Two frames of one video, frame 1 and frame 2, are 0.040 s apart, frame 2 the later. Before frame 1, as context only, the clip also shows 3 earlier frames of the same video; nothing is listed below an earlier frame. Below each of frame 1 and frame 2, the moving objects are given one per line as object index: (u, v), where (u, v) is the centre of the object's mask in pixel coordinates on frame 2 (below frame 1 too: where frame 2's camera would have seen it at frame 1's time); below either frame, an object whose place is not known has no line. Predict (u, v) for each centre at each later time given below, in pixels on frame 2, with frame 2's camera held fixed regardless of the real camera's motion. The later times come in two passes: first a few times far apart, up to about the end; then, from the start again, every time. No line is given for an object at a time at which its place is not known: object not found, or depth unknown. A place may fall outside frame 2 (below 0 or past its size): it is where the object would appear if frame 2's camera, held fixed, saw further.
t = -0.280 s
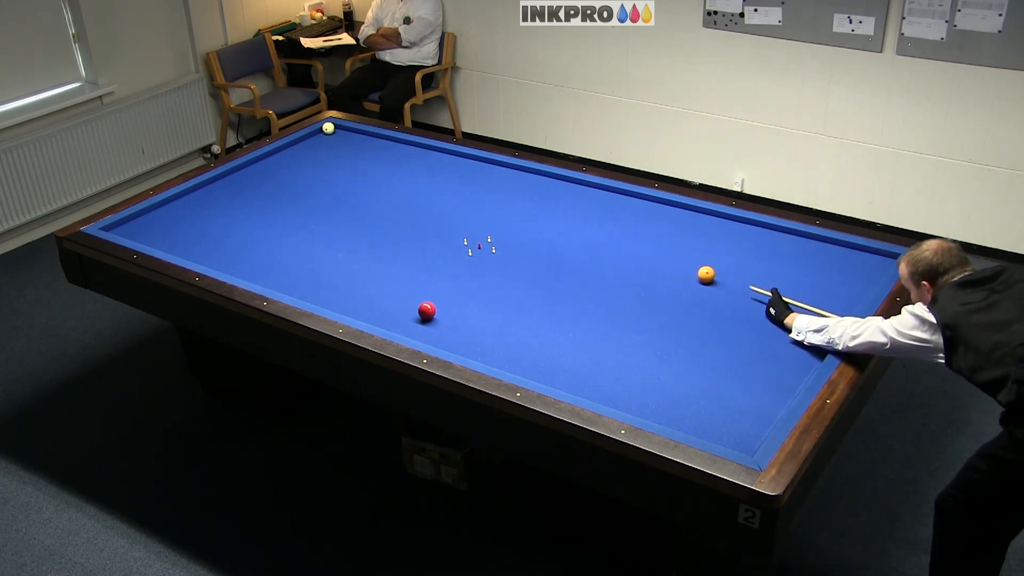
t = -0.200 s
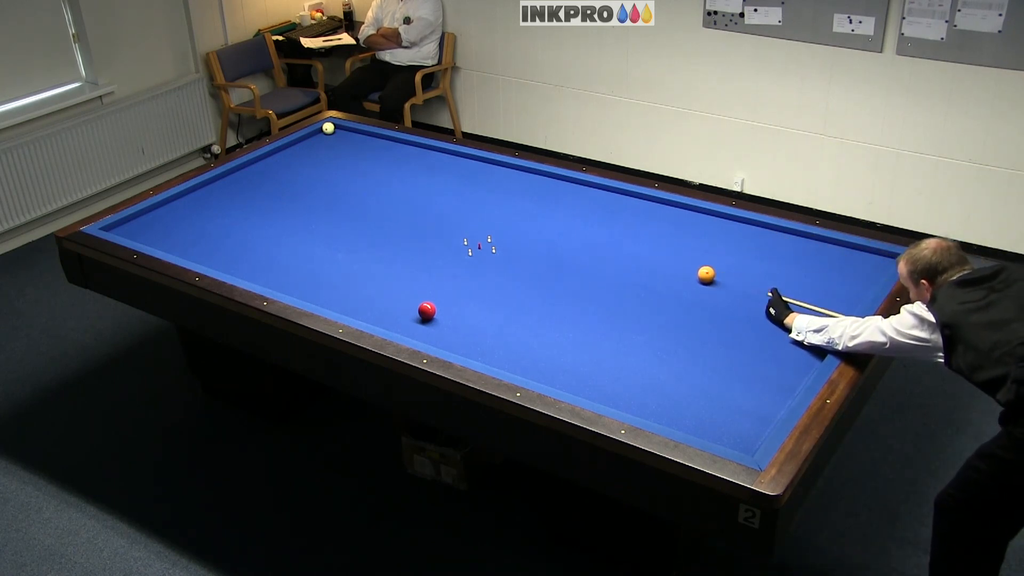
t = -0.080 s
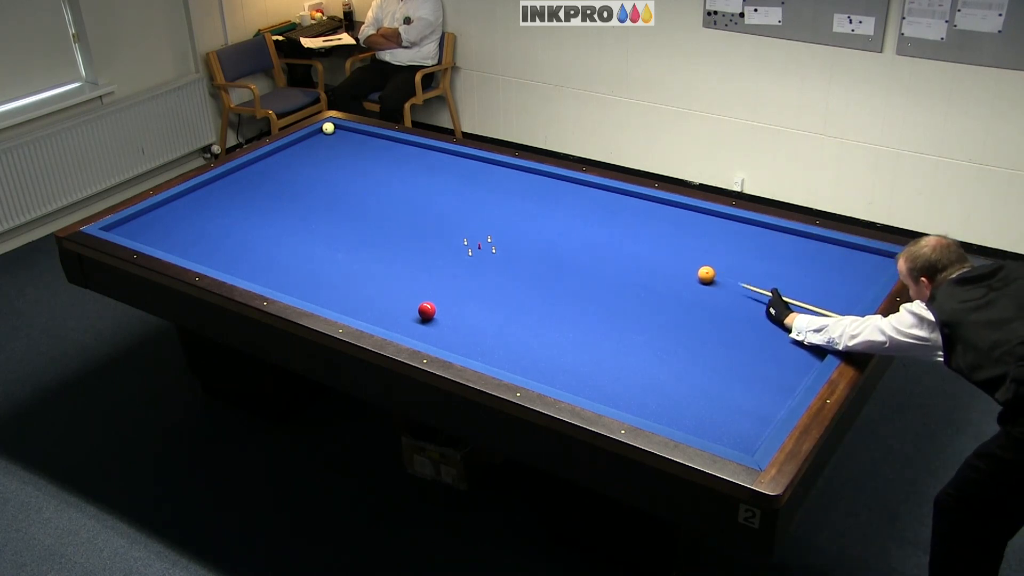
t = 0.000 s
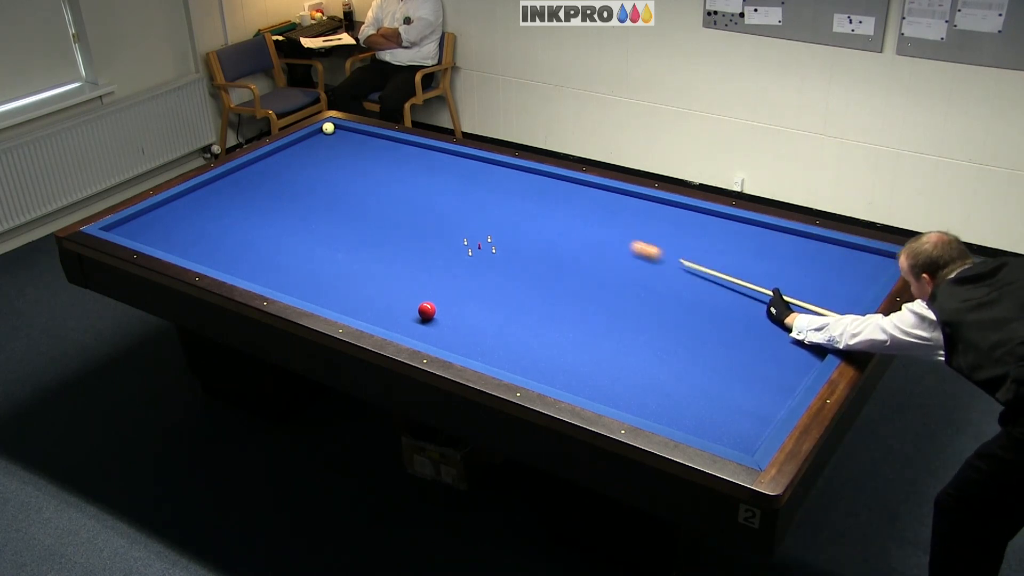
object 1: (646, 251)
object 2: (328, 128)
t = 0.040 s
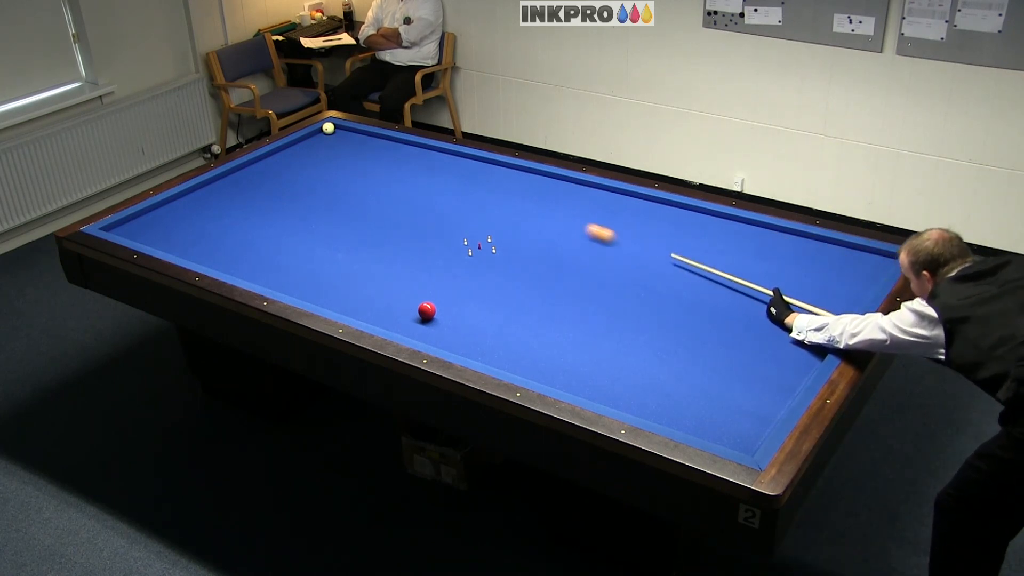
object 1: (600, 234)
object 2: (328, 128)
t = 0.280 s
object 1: (388, 154)
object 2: (328, 128)
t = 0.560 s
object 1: (319, 151)
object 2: (366, 152)
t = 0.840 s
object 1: (322, 176)
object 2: (412, 191)
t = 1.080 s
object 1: (316, 189)
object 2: (454, 226)
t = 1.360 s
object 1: (307, 205)
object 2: (511, 275)
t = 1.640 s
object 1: (298, 221)
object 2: (580, 333)
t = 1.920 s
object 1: (288, 237)
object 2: (663, 402)
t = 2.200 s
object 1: (278, 254)
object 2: (743, 435)
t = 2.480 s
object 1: (268, 272)
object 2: (685, 415)
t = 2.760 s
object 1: (269, 281)
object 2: (639, 399)
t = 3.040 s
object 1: (285, 277)
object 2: (596, 384)
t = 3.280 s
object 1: (298, 274)
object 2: (562, 371)
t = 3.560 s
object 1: (312, 270)
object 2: (525, 358)
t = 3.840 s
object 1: (326, 267)
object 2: (490, 346)
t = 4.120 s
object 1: (338, 264)
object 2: (457, 334)
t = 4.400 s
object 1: (349, 261)
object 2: (427, 323)
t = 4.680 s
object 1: (359, 259)
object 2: (399, 313)
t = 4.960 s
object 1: (368, 256)
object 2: (373, 304)
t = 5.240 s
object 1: (376, 255)
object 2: (348, 295)
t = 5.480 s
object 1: (382, 253)
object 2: (328, 288)
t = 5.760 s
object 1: (389, 252)
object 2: (307, 280)
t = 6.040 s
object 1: (394, 251)
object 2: (286, 273)
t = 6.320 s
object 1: (399, 249)
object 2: (268, 266)
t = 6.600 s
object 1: (402, 249)
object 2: (250, 260)
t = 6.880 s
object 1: (405, 248)
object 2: (234, 254)
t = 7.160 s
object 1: (407, 248)
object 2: (219, 249)
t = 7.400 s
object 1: (408, 248)
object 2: (207, 245)
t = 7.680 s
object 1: (408, 248)
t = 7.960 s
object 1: (408, 248)
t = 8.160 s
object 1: (408, 248)
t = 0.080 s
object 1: (558, 218)
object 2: (328, 128)
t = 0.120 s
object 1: (519, 203)
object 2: (328, 128)
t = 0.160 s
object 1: (482, 189)
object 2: (328, 128)
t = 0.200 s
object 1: (448, 177)
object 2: (328, 128)
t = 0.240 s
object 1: (417, 165)
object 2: (328, 128)
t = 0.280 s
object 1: (388, 154)
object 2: (328, 128)
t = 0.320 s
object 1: (360, 143)
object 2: (328, 128)
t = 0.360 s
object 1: (337, 135)
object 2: (328, 128)
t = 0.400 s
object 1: (315, 134)
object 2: (338, 128)
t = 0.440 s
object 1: (313, 138)
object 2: (344, 134)
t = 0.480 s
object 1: (315, 143)
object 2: (352, 140)
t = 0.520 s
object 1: (317, 147)
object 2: (359, 146)
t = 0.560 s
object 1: (319, 151)
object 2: (366, 152)
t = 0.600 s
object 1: (320, 155)
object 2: (373, 158)
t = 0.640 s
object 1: (321, 159)
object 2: (379, 163)
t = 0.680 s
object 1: (322, 163)
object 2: (386, 169)
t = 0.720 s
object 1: (322, 166)
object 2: (393, 174)
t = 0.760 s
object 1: (323, 170)
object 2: (399, 179)
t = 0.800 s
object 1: (323, 173)
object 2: (405, 185)
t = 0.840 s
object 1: (322, 176)
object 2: (412, 191)
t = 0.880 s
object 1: (322, 178)
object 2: (418, 196)
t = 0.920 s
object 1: (321, 181)
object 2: (425, 202)
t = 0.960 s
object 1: (320, 183)
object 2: (432, 208)
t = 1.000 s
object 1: (319, 185)
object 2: (439, 214)
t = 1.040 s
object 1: (317, 187)
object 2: (446, 220)
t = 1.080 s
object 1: (316, 189)
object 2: (454, 226)
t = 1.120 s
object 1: (315, 192)
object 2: (461, 232)
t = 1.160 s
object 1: (313, 194)
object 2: (469, 239)
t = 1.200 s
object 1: (312, 196)
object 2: (477, 246)
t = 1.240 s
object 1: (311, 198)
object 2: (485, 253)
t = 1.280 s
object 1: (310, 200)
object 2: (493, 260)
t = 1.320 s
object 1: (308, 203)
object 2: (502, 267)
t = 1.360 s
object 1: (307, 205)
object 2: (511, 275)
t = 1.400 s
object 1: (306, 207)
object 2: (520, 282)
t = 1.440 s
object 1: (304, 209)
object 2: (529, 290)
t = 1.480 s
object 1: (303, 211)
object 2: (539, 298)
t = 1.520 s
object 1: (302, 214)
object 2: (549, 307)
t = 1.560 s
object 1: (301, 216)
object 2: (559, 315)
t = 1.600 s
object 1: (299, 218)
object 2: (569, 324)
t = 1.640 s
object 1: (298, 221)
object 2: (580, 333)
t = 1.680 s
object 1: (296, 223)
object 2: (591, 342)
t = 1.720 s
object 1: (295, 225)
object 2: (602, 351)
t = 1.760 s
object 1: (294, 228)
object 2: (614, 361)
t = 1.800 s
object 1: (292, 230)
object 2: (625, 371)
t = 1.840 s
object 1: (291, 233)
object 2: (638, 381)
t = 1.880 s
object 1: (290, 235)
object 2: (650, 391)
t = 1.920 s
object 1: (288, 237)
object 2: (663, 402)
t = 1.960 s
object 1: (287, 240)
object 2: (676, 413)
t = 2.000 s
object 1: (285, 242)
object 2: (690, 424)
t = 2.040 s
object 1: (284, 245)
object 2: (705, 433)
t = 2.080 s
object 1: (282, 247)
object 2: (723, 436)
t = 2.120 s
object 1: (281, 249)
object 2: (741, 438)
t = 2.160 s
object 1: (280, 252)
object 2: (754, 439)
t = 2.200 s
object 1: (278, 254)
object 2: (743, 435)
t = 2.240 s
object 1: (277, 257)
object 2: (731, 431)
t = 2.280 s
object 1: (276, 259)
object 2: (722, 428)
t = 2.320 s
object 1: (274, 262)
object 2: (713, 425)
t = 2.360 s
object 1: (273, 264)
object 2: (705, 423)
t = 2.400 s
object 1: (271, 267)
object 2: (699, 420)
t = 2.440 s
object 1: (270, 270)
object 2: (692, 418)
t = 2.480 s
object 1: (268, 272)
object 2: (685, 415)
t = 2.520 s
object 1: (267, 275)
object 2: (678, 413)
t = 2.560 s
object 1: (266, 277)
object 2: (671, 411)
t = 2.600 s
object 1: (264, 279)
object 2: (665, 408)
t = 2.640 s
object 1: (263, 280)
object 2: (658, 406)
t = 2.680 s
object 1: (264, 281)
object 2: (652, 404)
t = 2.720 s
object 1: (267, 281)
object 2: (645, 401)
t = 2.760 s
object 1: (269, 281)
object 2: (639, 399)
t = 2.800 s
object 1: (271, 280)
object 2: (633, 397)
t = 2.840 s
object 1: (274, 280)
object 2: (626, 395)
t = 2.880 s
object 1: (276, 279)
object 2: (620, 392)
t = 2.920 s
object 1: (278, 279)
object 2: (614, 390)
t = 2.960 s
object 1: (280, 278)
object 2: (608, 388)
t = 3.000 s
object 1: (283, 278)
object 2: (602, 386)
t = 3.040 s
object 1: (285, 277)
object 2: (596, 384)
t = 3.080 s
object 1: (287, 277)
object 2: (590, 382)
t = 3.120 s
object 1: (290, 276)
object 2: (585, 380)
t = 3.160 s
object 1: (292, 276)
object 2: (579, 378)
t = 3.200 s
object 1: (294, 275)
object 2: (573, 376)
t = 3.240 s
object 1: (296, 274)
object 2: (567, 374)
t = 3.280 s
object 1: (298, 274)
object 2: (562, 371)
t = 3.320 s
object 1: (300, 273)
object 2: (556, 370)
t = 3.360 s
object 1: (302, 273)
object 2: (551, 368)
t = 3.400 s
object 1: (304, 272)
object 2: (546, 366)
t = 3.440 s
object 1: (306, 272)
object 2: (540, 364)
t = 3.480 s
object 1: (308, 271)
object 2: (535, 362)
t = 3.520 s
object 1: (310, 271)
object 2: (530, 360)
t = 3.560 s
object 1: (312, 270)
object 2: (525, 358)
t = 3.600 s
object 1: (314, 269)
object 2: (519, 356)
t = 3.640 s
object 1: (316, 269)
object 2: (514, 355)
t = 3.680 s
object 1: (318, 269)
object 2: (510, 353)
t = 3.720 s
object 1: (320, 268)
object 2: (505, 351)
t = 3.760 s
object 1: (322, 268)
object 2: (500, 349)
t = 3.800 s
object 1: (324, 267)
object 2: (495, 348)
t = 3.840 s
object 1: (326, 267)
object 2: (490, 346)
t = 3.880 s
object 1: (327, 267)
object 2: (485, 344)
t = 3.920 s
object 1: (329, 266)
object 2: (480, 342)
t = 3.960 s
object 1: (331, 266)
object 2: (476, 341)
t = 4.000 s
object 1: (332, 265)
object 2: (471, 339)
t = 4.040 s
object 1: (334, 265)
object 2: (466, 337)
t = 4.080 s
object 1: (336, 264)
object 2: (462, 336)
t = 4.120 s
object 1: (338, 264)
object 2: (457, 334)
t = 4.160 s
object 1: (339, 263)
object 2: (453, 333)
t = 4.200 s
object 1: (341, 263)
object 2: (448, 331)
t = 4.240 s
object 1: (342, 263)
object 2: (444, 329)
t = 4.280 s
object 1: (344, 262)
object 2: (440, 328)
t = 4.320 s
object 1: (346, 262)
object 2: (435, 326)
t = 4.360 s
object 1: (347, 262)
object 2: (431, 325)
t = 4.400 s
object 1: (349, 261)
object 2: (427, 323)
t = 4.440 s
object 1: (350, 261)
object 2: (423, 322)
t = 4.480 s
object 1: (352, 261)
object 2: (419, 320)
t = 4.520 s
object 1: (353, 260)
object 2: (415, 319)
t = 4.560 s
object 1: (355, 260)
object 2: (411, 317)
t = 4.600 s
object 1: (356, 259)
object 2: (407, 316)
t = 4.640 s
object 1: (357, 259)
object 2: (403, 314)
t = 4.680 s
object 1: (359, 259)
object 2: (399, 313)
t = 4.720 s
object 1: (360, 258)
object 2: (395, 312)
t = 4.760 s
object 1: (362, 258)
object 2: (391, 310)
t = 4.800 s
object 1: (363, 258)
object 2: (387, 309)
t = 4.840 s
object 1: (364, 257)
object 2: (384, 307)
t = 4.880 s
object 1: (365, 257)
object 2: (380, 306)
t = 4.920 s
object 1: (367, 257)
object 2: (376, 305)
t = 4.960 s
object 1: (368, 256)
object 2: (373, 304)
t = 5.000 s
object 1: (369, 256)
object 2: (369, 302)
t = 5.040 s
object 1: (370, 256)
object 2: (366, 301)
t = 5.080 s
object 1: (372, 256)
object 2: (362, 300)
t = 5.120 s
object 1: (373, 255)
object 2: (358, 299)
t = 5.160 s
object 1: (374, 255)
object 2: (355, 297)
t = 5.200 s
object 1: (375, 255)
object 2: (351, 296)
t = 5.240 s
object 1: (376, 255)
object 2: (348, 295)
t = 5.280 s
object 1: (377, 254)
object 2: (345, 294)
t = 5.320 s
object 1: (378, 254)
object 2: (341, 293)
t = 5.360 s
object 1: (379, 254)
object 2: (338, 291)
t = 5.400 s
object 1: (380, 254)
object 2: (335, 290)
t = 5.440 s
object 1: (381, 253)
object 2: (331, 289)
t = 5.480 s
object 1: (382, 253)
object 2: (328, 288)
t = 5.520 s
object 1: (383, 253)
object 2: (325, 287)
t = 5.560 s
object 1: (384, 253)
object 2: (322, 286)
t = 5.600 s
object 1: (385, 252)
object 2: (319, 284)
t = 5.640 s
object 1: (386, 252)
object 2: (316, 283)
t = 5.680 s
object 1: (387, 252)
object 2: (313, 282)
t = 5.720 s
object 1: (388, 252)
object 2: (310, 281)
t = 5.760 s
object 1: (389, 252)
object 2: (307, 280)
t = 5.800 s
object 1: (390, 251)
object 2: (304, 279)
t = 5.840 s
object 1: (391, 251)
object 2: (301, 278)
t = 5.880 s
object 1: (391, 251)
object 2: (298, 277)
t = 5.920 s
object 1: (392, 251)
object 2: (295, 276)
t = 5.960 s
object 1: (393, 251)
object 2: (292, 275)
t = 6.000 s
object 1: (393, 251)
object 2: (289, 274)
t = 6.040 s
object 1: (394, 251)
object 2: (286, 273)
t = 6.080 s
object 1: (395, 250)
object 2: (284, 272)
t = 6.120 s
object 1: (395, 250)
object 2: (281, 271)
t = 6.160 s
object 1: (396, 250)
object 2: (278, 270)
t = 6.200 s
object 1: (397, 250)
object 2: (276, 269)
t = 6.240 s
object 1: (398, 250)
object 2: (273, 268)
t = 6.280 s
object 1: (398, 250)
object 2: (270, 267)
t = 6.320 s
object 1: (399, 249)
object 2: (268, 266)
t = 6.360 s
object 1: (399, 250)
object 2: (265, 265)
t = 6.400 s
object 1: (400, 249)
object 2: (263, 264)
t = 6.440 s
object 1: (400, 249)
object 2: (260, 264)
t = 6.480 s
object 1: (401, 249)
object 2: (258, 263)
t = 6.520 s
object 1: (401, 249)
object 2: (255, 262)
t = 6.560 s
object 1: (402, 249)
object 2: (253, 261)
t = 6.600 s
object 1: (402, 249)
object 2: (250, 260)
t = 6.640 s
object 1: (403, 249)
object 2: (248, 259)
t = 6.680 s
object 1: (403, 249)
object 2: (246, 258)
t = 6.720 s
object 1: (404, 249)
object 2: (243, 257)
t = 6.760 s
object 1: (404, 248)
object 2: (241, 257)
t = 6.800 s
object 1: (404, 248)
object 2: (239, 256)
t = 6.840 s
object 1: (405, 248)
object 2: (237, 255)
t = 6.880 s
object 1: (405, 248)
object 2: (234, 254)
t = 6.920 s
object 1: (406, 248)
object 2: (232, 253)
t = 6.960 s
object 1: (406, 248)
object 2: (230, 253)
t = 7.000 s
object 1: (406, 248)
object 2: (227, 252)
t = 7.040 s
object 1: (406, 248)
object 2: (225, 251)
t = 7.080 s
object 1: (406, 248)
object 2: (223, 250)
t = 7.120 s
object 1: (407, 248)
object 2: (221, 250)
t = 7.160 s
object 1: (407, 248)
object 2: (219, 249)
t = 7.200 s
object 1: (407, 248)
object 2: (217, 248)
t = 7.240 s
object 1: (407, 248)
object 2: (215, 247)
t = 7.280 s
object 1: (407, 248)
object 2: (213, 247)
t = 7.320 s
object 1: (408, 248)
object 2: (211, 246)
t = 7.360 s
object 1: (408, 248)
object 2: (209, 246)
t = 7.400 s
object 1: (408, 248)
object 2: (207, 245)
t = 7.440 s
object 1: (408, 248)
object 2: (205, 244)
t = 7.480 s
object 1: (408, 248)
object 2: (203, 244)
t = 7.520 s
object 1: (408, 248)
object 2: (201, 243)
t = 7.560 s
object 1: (408, 248)
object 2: (199, 242)
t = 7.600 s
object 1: (408, 248)
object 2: (197, 241)
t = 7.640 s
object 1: (408, 248)
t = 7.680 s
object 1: (408, 248)
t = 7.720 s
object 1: (408, 248)
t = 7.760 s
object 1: (408, 248)
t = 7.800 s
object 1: (408, 248)
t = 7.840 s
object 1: (408, 248)
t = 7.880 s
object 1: (408, 248)
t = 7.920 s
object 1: (408, 248)
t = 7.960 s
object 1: (408, 248)
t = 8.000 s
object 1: (408, 248)
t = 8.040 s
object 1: (408, 248)
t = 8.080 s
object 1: (408, 248)
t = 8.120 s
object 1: (408, 248)
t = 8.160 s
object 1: (408, 248)
